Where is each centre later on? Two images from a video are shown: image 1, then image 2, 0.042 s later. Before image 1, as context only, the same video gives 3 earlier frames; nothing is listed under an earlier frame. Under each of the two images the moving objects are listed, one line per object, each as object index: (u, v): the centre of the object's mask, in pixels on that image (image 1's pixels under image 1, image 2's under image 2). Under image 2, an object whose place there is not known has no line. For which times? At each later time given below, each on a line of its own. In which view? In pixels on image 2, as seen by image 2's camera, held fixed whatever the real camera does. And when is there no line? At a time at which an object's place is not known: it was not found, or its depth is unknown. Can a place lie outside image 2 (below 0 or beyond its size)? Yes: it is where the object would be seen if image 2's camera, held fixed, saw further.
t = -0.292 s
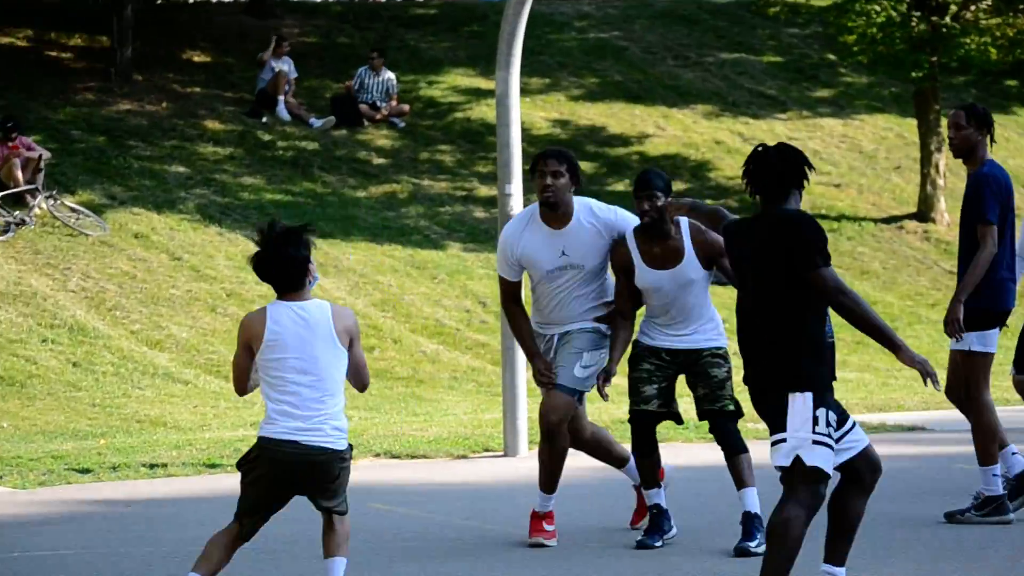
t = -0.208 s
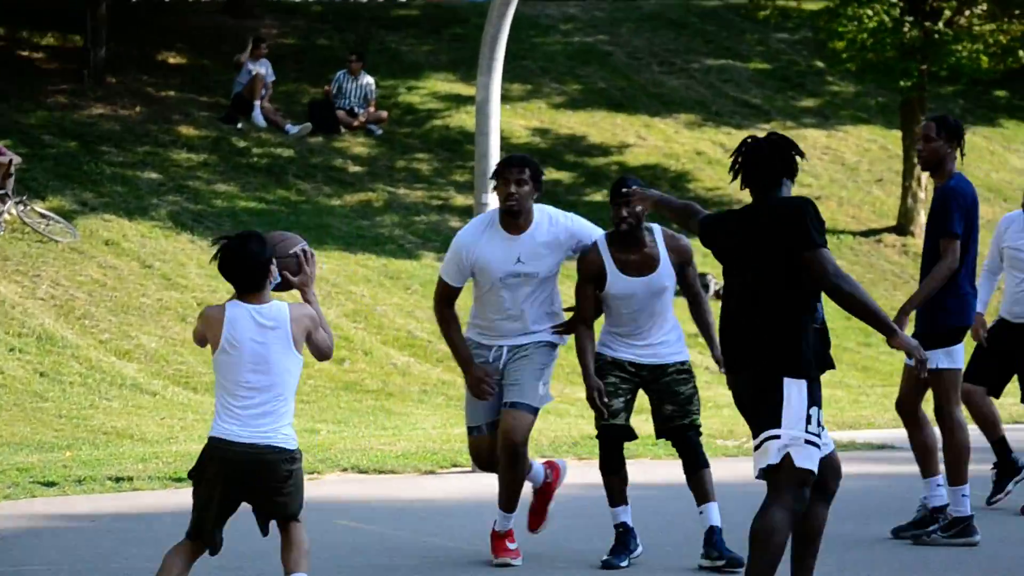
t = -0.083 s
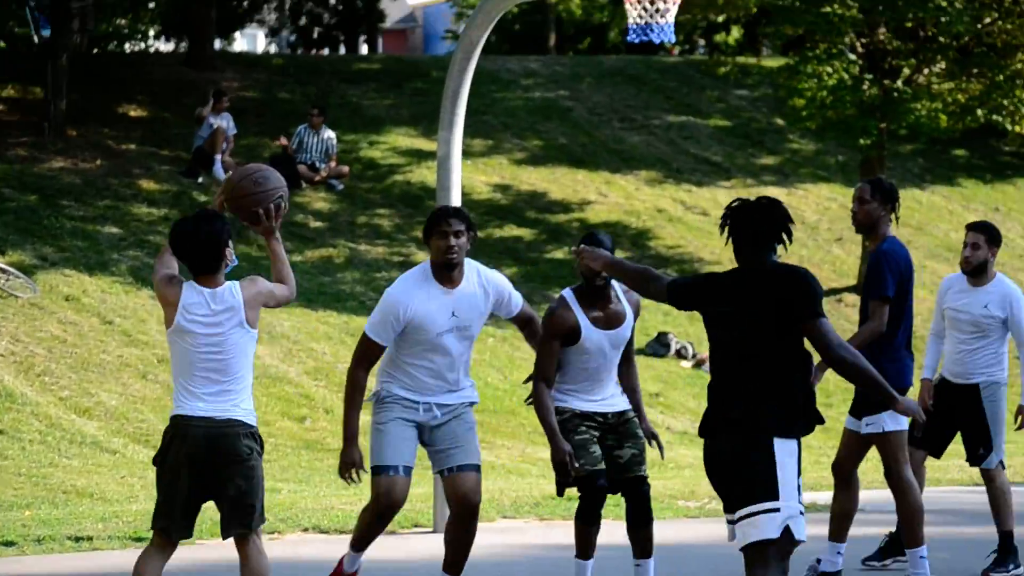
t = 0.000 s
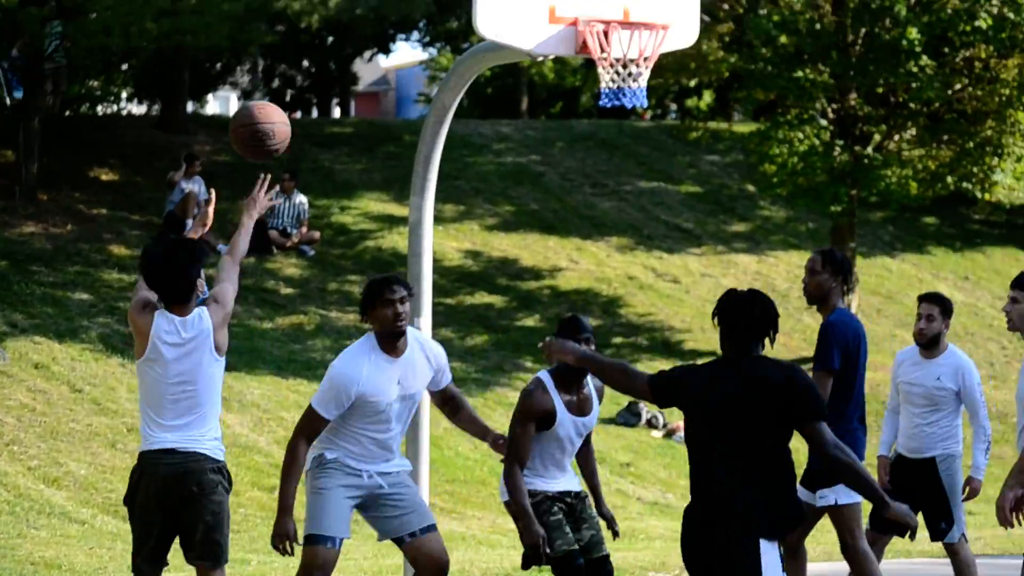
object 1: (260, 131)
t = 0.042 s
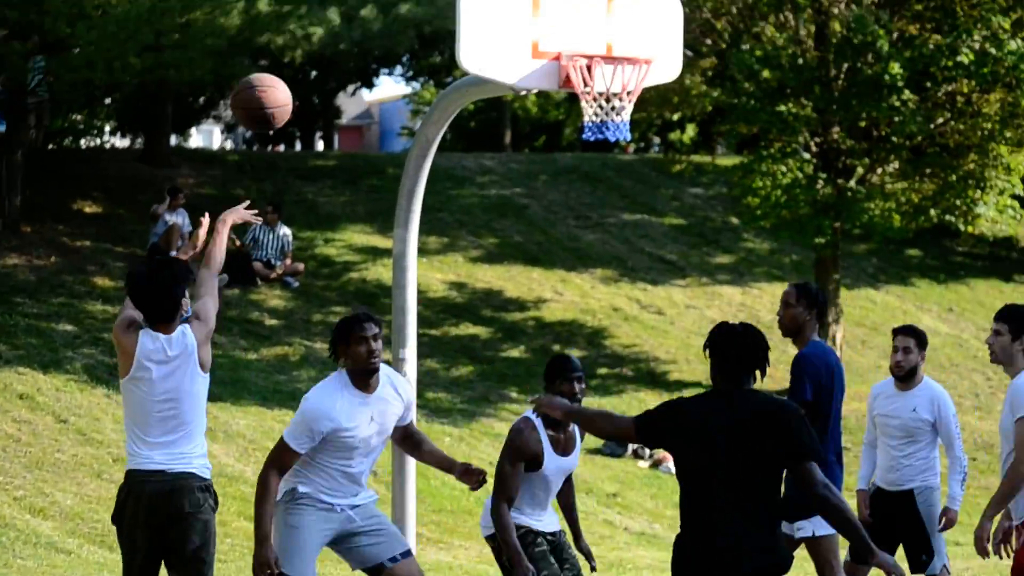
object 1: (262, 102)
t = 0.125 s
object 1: (298, -5)
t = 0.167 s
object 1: (313, -53)
